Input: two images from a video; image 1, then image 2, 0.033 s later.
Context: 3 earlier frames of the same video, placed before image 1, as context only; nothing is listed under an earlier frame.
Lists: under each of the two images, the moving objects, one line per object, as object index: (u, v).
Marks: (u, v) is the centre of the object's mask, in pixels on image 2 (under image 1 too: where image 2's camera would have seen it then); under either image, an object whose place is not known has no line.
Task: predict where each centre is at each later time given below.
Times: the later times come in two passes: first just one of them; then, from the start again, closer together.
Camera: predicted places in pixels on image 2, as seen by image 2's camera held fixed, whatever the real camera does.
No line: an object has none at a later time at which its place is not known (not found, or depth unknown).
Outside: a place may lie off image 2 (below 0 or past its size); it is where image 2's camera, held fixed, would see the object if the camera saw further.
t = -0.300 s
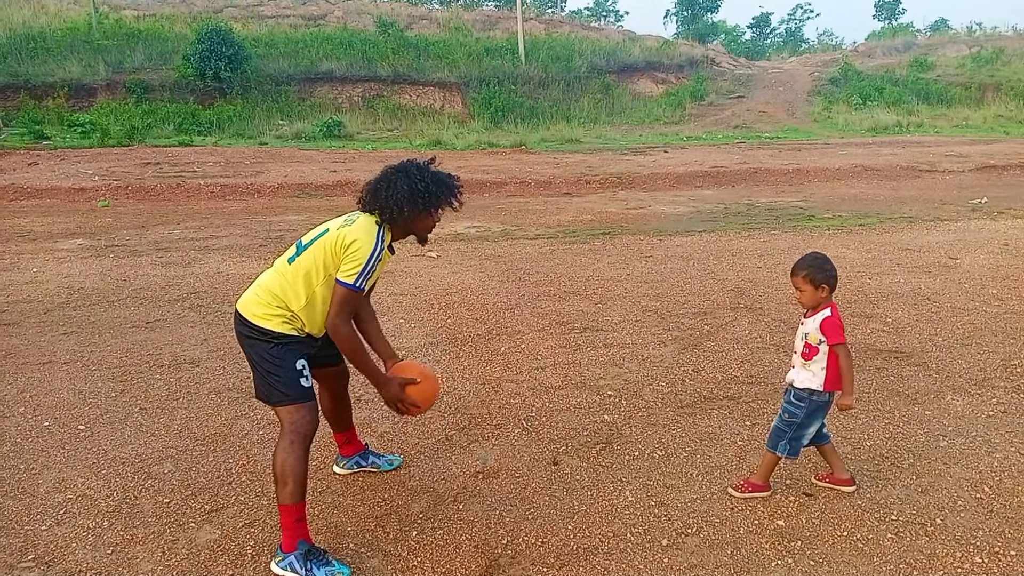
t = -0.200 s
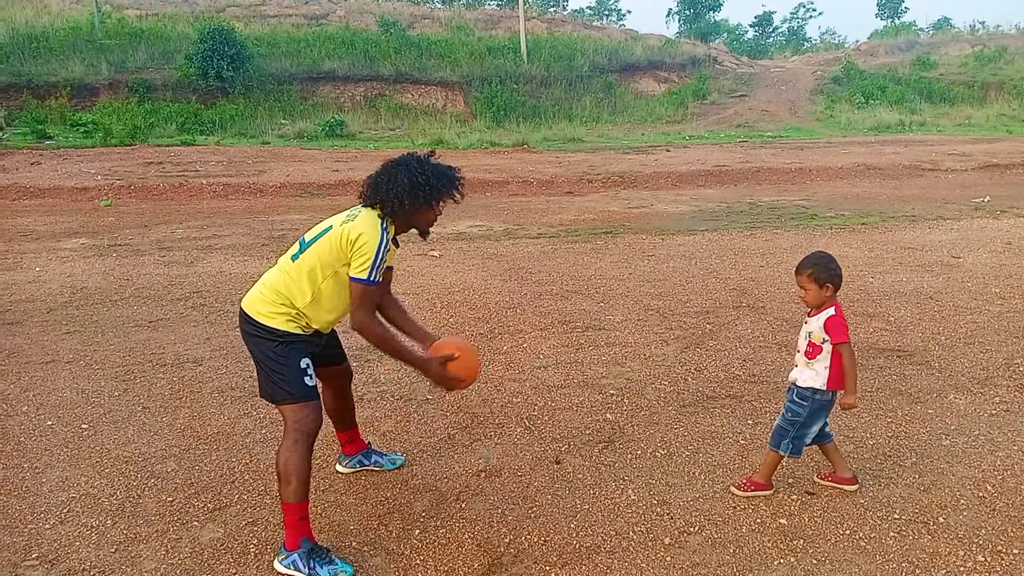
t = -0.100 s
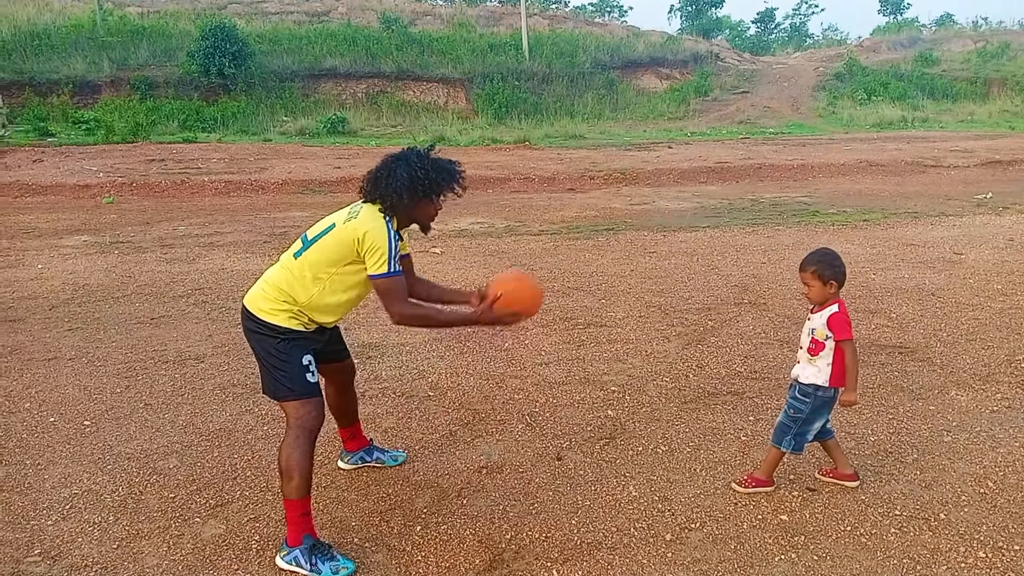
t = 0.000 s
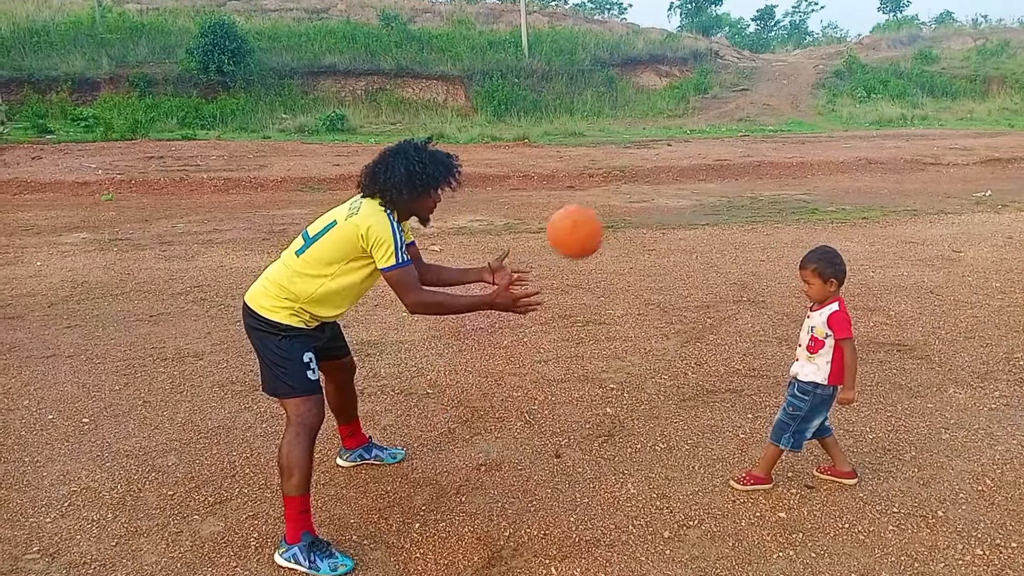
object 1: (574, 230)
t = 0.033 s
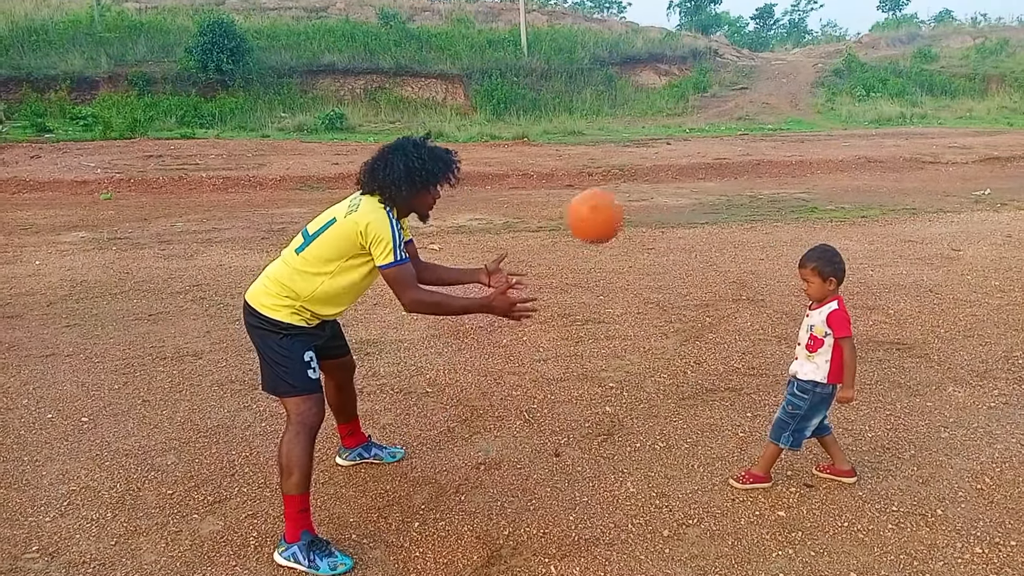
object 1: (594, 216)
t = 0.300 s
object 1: (745, 221)
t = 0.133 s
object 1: (654, 194)
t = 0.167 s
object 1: (674, 193)
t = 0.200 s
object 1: (692, 195)
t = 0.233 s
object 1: (711, 200)
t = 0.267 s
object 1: (728, 209)
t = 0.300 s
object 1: (745, 221)
